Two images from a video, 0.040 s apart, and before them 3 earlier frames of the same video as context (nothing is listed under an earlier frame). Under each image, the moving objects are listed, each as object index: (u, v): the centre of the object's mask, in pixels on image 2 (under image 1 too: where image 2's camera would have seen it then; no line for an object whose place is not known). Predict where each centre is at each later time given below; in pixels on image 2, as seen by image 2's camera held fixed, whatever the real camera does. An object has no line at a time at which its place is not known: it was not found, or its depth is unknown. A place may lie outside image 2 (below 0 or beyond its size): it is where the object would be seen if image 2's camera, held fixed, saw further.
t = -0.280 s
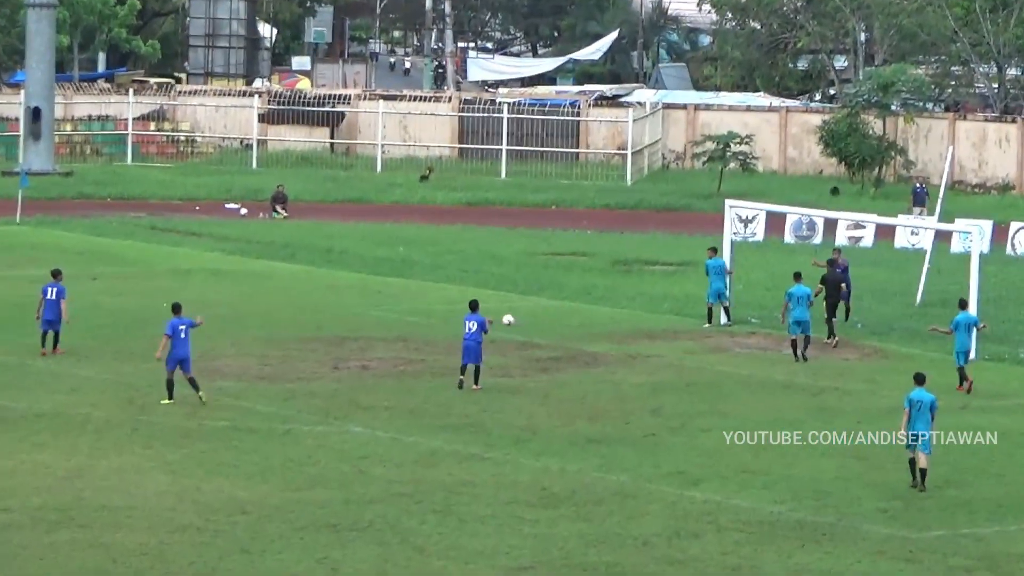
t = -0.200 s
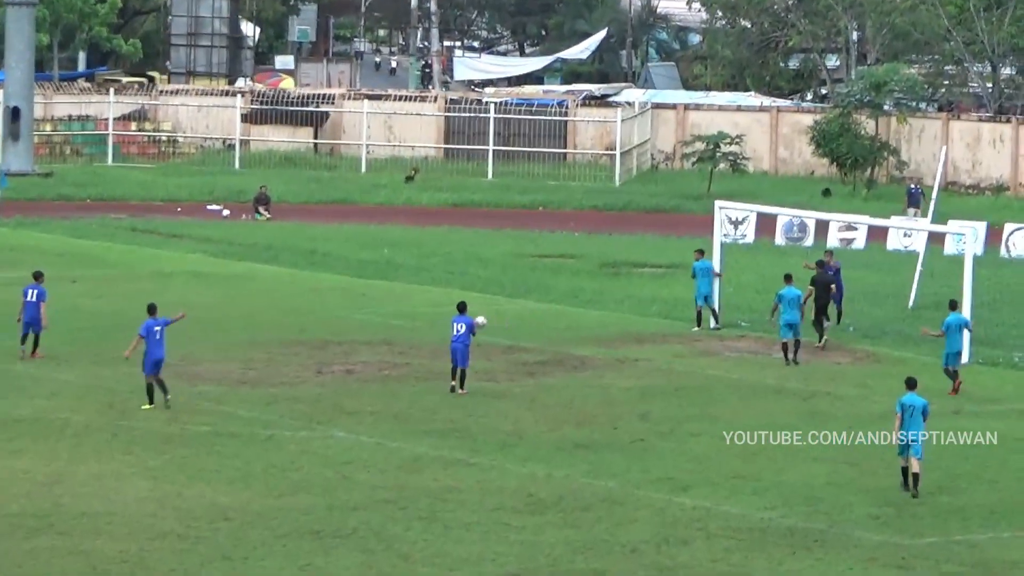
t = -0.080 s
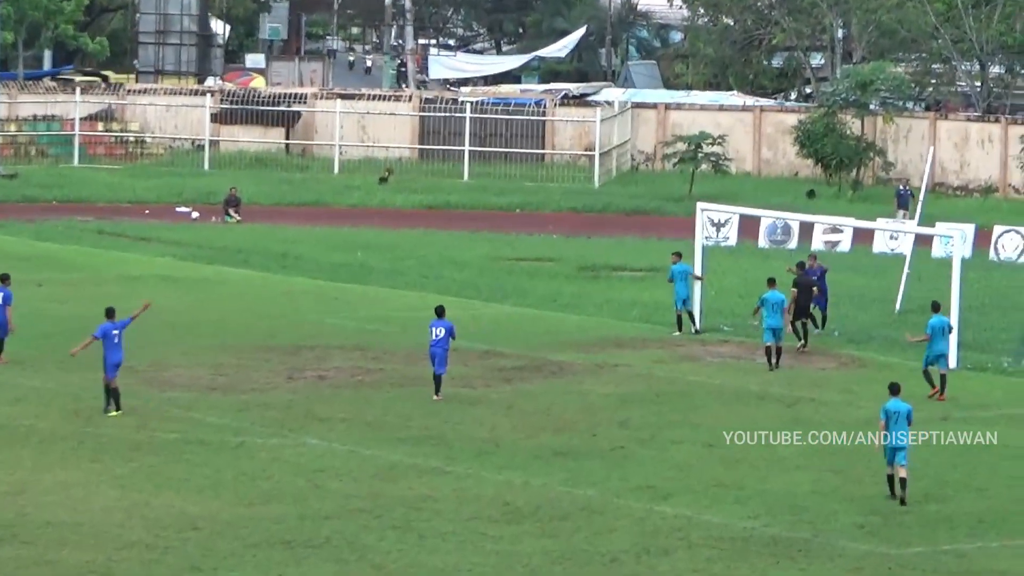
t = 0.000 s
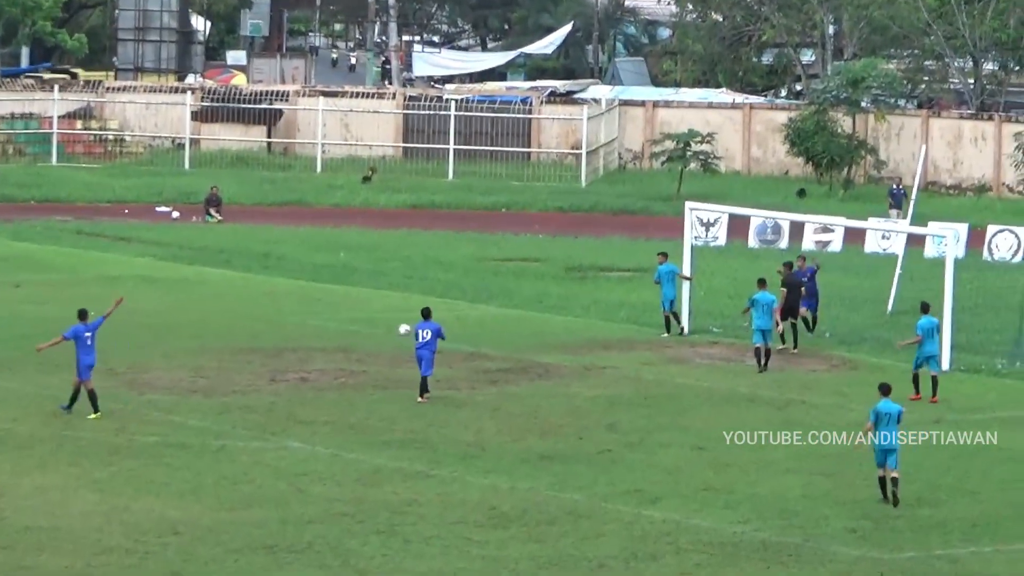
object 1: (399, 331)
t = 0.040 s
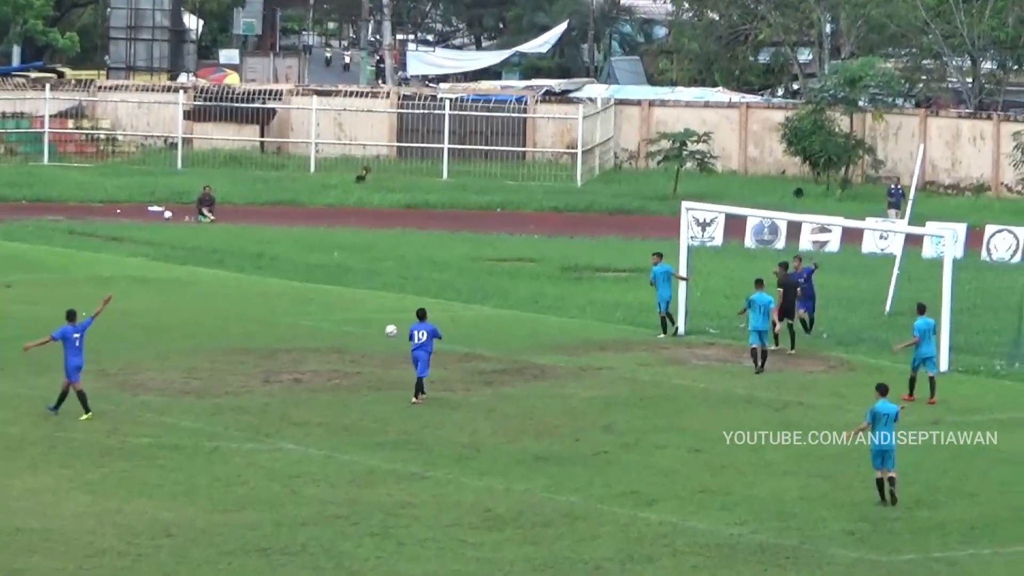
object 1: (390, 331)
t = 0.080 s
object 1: (383, 330)
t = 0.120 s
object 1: (375, 328)
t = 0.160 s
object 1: (367, 329)
